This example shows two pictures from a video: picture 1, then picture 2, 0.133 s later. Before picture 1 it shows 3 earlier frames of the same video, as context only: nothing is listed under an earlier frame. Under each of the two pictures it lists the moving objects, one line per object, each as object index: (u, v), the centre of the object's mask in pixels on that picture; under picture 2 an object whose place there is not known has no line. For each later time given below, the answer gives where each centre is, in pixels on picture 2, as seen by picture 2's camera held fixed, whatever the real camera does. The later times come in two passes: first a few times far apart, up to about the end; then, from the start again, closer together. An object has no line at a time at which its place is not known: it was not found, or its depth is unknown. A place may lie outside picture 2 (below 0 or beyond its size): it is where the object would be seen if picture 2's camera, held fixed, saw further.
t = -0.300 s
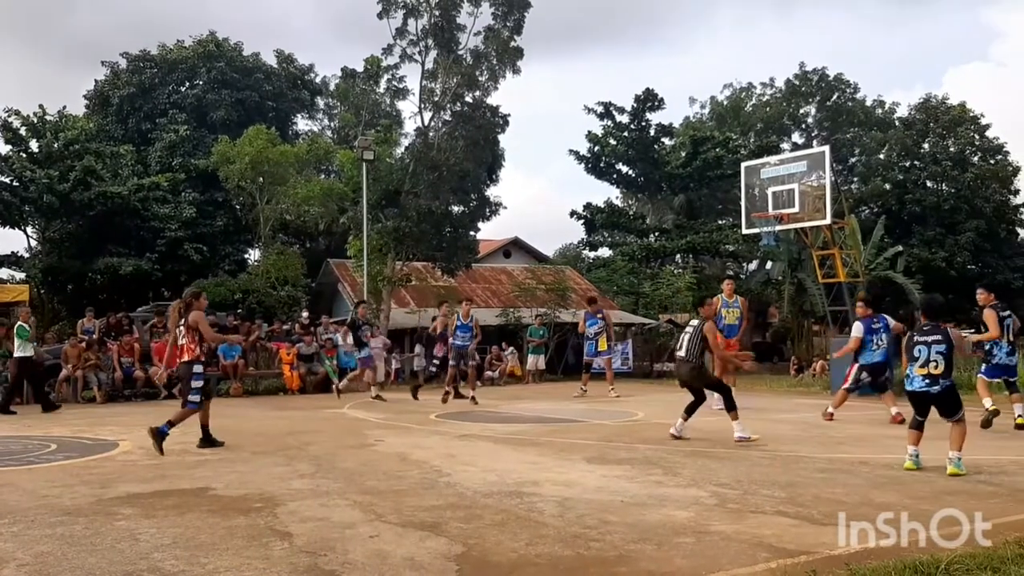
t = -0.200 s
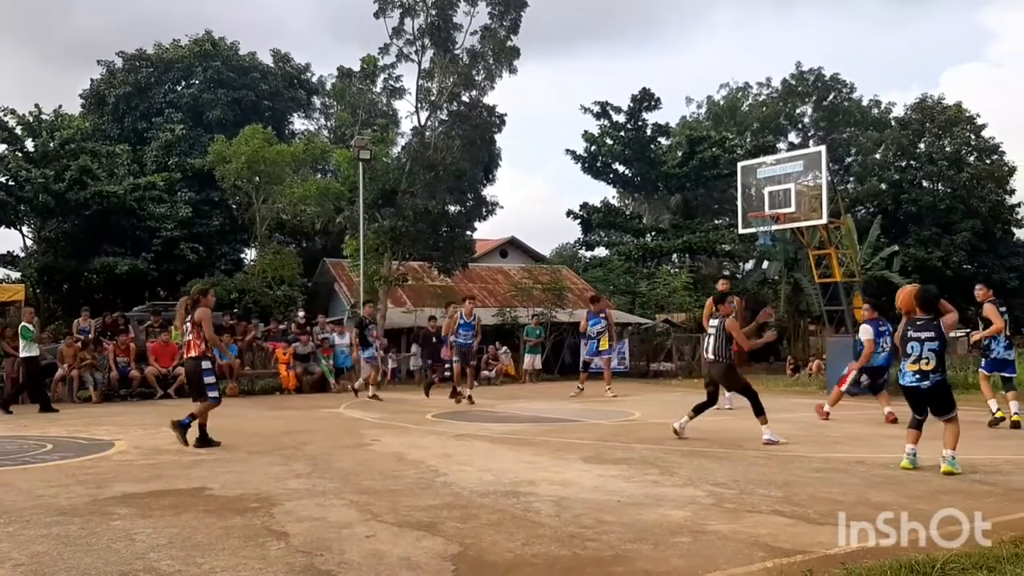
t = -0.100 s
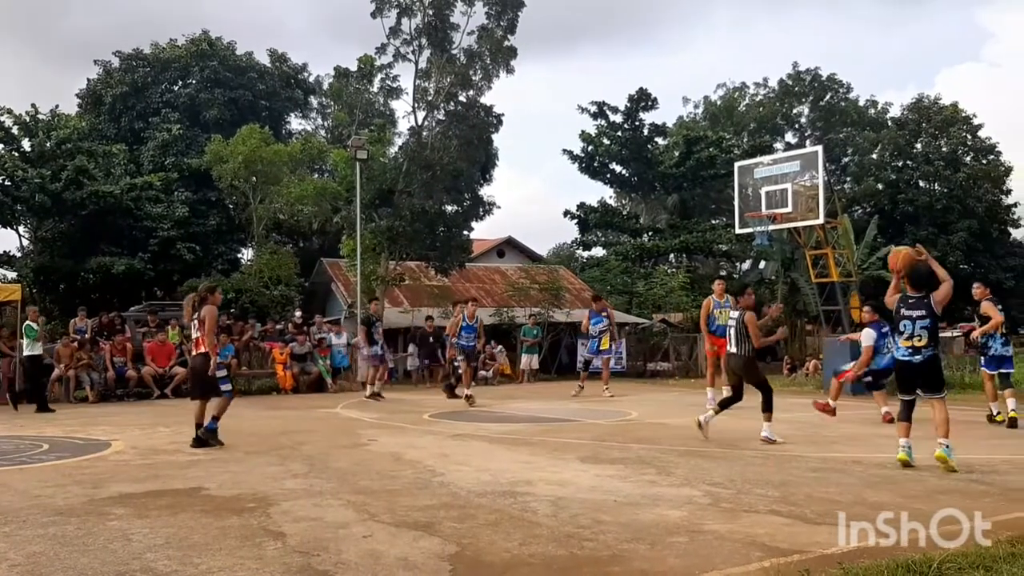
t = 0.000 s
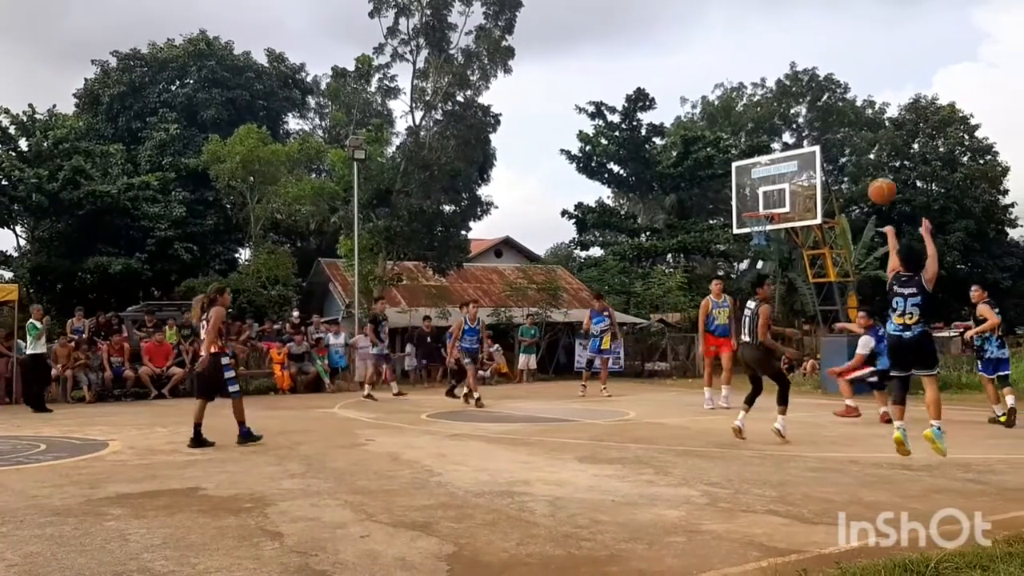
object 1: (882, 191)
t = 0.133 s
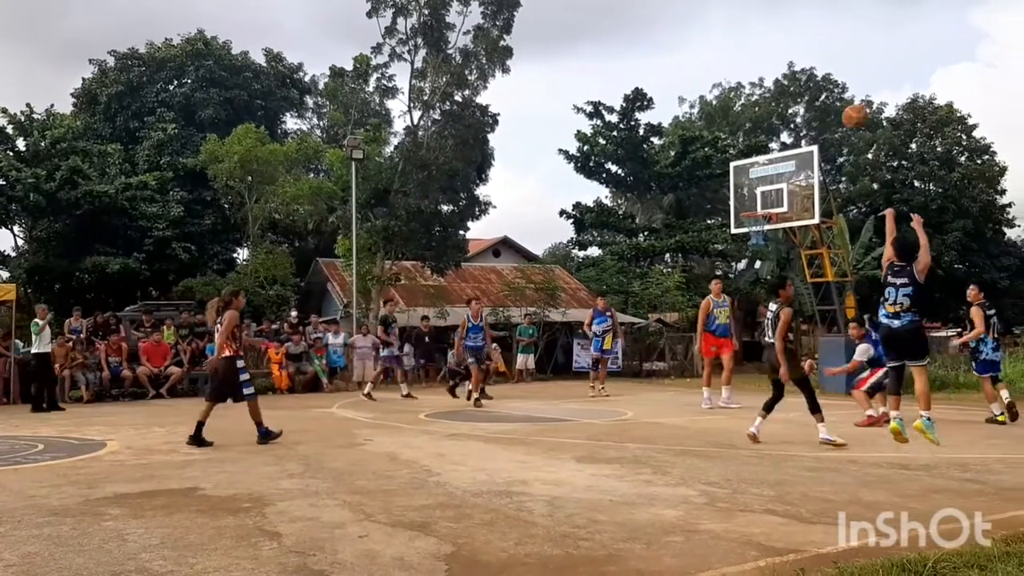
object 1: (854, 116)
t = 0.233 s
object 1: (838, 79)
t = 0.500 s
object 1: (803, 36)
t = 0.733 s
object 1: (778, 49)
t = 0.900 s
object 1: (764, 79)
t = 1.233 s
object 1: (743, 182)
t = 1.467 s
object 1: (695, 249)
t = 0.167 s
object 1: (848, 102)
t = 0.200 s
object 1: (844, 90)
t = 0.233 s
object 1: (838, 79)
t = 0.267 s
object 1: (833, 69)
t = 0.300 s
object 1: (828, 60)
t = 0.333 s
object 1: (824, 54)
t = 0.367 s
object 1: (819, 48)
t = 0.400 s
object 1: (815, 43)
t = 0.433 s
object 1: (811, 40)
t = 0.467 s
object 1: (807, 37)
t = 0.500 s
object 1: (803, 36)
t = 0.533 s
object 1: (799, 35)
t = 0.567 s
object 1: (795, 35)
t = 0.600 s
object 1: (792, 36)
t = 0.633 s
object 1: (788, 38)
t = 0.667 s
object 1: (786, 40)
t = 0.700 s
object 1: (782, 44)
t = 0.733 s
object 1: (778, 49)
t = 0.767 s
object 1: (775, 54)
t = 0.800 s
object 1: (773, 59)
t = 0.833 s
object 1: (770, 65)
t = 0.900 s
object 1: (764, 79)
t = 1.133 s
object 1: (749, 146)
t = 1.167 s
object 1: (747, 157)
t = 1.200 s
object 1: (745, 170)
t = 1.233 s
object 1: (743, 182)
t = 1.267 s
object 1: (741, 194)
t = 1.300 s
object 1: (740, 207)
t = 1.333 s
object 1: (733, 216)
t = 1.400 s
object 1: (714, 230)
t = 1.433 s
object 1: (704, 239)
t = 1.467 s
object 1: (695, 249)
